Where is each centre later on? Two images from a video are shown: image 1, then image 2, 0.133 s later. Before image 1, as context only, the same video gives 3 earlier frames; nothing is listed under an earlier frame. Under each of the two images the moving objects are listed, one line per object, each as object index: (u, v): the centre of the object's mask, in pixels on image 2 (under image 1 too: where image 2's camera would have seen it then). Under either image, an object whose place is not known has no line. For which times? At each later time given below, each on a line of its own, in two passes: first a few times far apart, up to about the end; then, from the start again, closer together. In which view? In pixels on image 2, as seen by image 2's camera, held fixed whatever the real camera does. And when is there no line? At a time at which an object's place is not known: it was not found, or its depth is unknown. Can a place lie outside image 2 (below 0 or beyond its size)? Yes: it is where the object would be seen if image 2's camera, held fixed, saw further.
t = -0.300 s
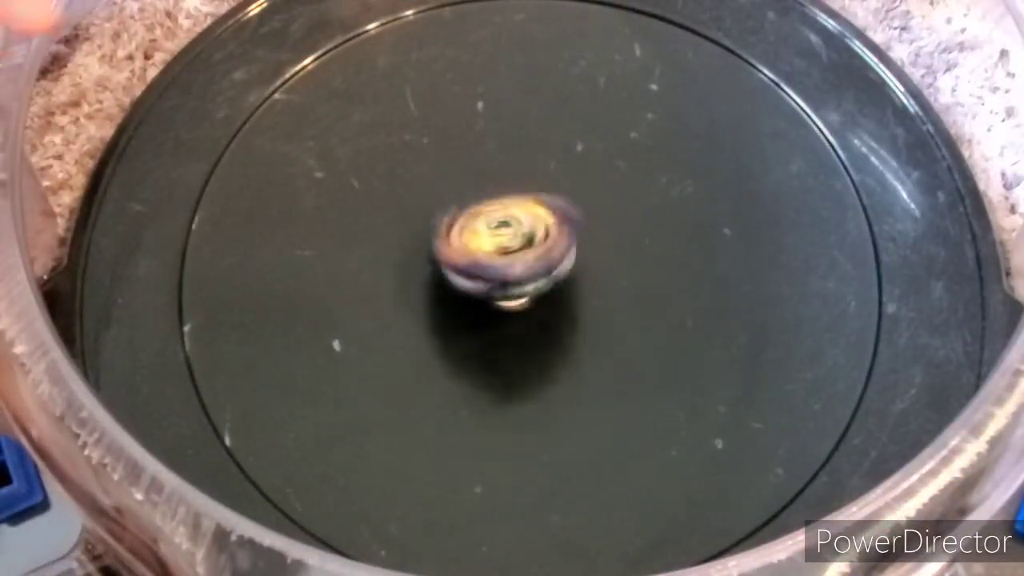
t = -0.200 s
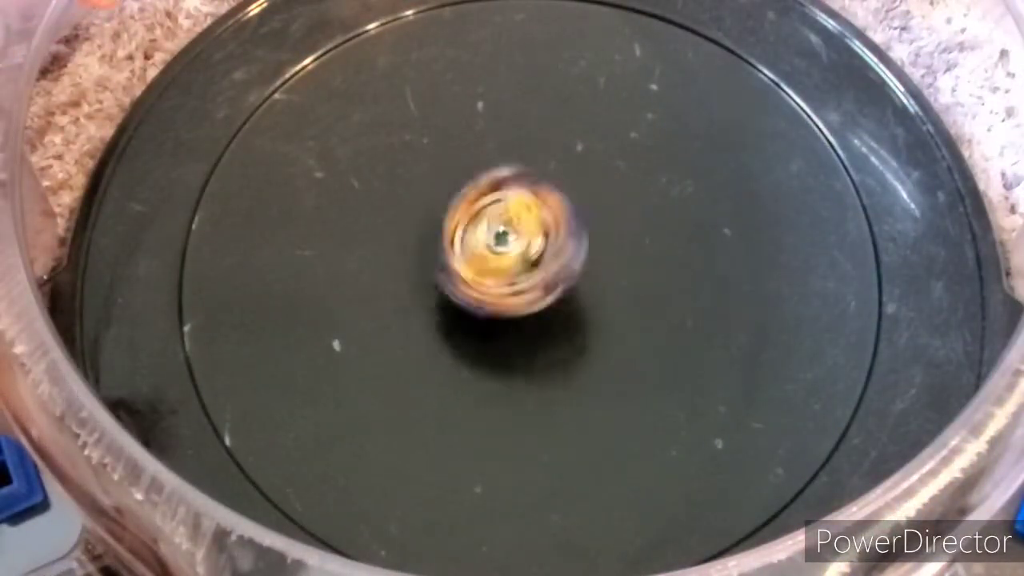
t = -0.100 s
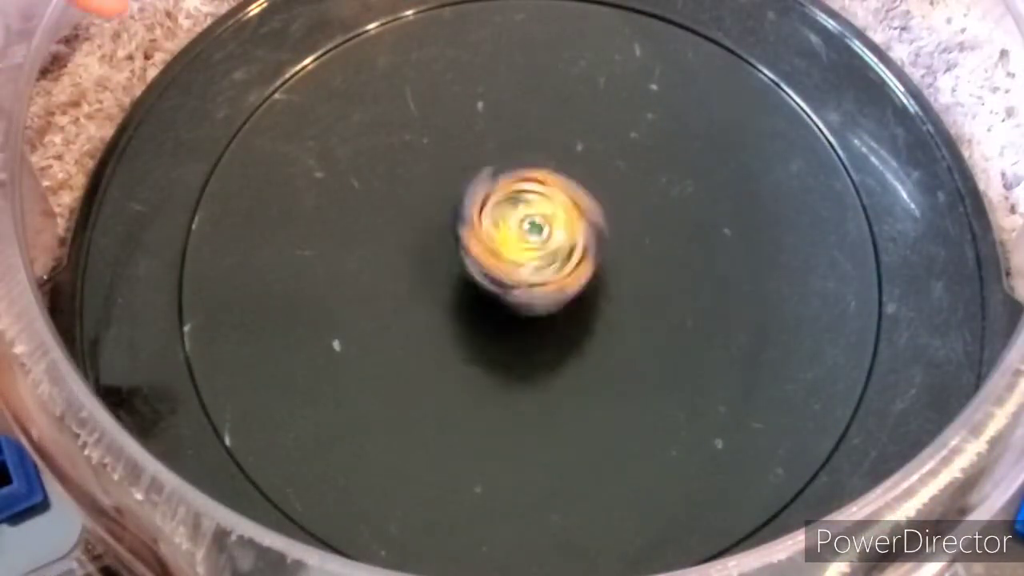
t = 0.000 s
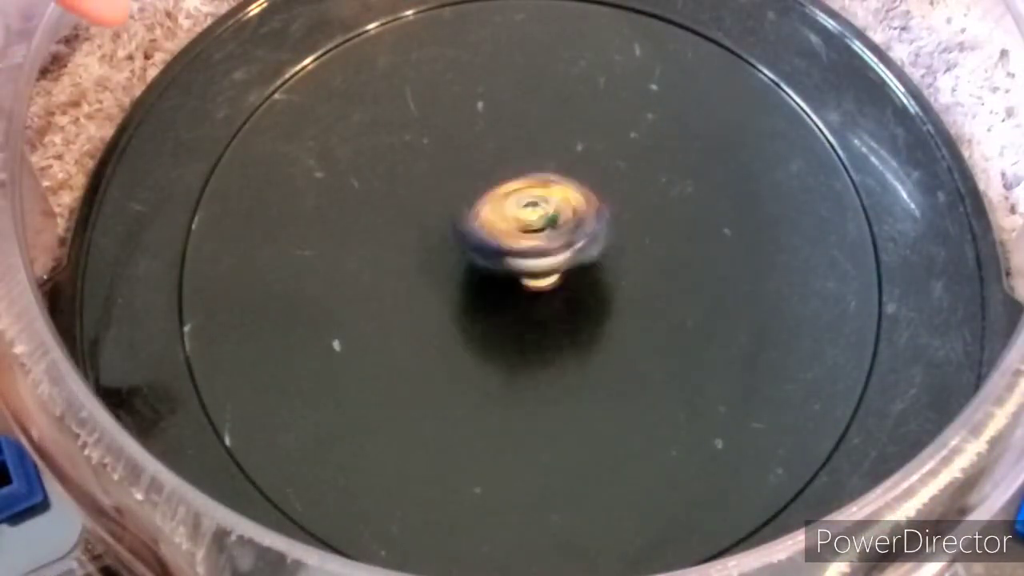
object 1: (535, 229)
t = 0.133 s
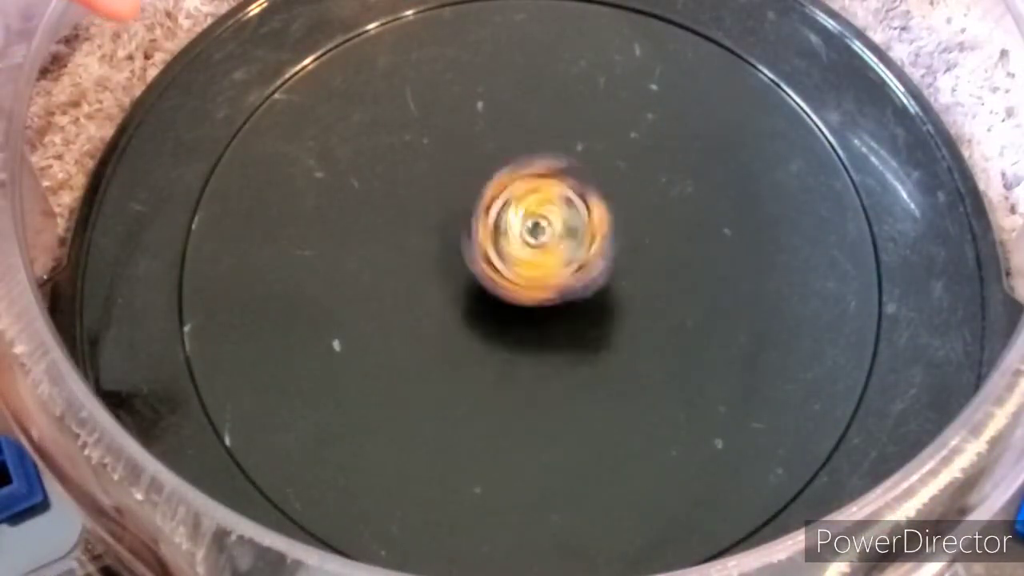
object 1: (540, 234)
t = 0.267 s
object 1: (548, 236)
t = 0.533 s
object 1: (534, 251)
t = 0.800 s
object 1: (511, 241)
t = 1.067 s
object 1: (509, 227)
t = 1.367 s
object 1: (526, 226)
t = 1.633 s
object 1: (535, 232)
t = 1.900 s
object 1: (550, 248)
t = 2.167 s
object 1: (542, 251)
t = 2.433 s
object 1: (539, 269)
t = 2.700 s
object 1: (531, 269)
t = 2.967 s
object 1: (509, 266)
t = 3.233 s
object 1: (534, 270)
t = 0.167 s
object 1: (546, 236)
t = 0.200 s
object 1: (551, 235)
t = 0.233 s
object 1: (550, 237)
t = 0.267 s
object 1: (548, 236)
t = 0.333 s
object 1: (541, 238)
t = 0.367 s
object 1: (536, 241)
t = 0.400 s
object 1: (532, 243)
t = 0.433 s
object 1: (528, 247)
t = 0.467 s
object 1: (528, 252)
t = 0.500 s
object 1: (532, 253)
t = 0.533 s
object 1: (534, 251)
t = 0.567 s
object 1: (530, 247)
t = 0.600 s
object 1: (526, 244)
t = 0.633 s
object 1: (522, 242)
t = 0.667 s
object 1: (515, 240)
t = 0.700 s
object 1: (509, 239)
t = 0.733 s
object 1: (506, 241)
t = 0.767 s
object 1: (506, 241)
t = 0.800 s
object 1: (511, 241)
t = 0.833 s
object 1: (517, 235)
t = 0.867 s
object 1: (516, 230)
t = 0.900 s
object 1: (514, 227)
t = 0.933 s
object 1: (513, 225)
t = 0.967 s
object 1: (510, 222)
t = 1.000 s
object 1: (508, 223)
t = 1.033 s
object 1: (507, 225)
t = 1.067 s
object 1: (509, 227)
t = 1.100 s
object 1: (517, 228)
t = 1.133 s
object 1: (524, 227)
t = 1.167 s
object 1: (529, 226)
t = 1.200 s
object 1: (530, 224)
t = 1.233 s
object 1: (529, 223)
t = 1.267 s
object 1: (527, 222)
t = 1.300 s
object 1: (524, 222)
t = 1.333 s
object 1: (524, 223)
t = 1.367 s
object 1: (526, 226)
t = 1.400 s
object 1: (534, 229)
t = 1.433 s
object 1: (541, 229)
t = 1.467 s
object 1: (544, 227)
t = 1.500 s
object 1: (545, 224)
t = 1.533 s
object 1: (544, 225)
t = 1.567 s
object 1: (541, 228)
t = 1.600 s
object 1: (537, 228)
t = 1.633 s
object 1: (535, 232)
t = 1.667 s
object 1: (535, 238)
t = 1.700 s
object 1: (537, 244)
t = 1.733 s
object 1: (545, 246)
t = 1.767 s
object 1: (551, 247)
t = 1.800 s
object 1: (551, 247)
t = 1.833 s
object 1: (552, 248)
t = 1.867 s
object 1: (552, 248)
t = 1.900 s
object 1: (550, 248)
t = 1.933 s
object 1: (550, 249)
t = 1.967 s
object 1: (547, 247)
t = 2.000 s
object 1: (541, 248)
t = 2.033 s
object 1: (540, 250)
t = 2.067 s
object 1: (540, 250)
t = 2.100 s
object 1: (541, 250)
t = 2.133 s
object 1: (543, 251)
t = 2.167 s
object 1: (542, 251)
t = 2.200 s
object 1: (541, 254)
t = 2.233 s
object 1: (540, 255)
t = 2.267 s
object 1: (537, 256)
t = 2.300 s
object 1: (536, 257)
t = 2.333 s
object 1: (535, 258)
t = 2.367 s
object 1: (535, 262)
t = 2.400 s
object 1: (538, 266)
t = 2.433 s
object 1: (539, 269)
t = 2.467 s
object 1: (541, 272)
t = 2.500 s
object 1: (543, 273)
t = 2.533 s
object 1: (544, 275)
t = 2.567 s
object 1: (543, 276)
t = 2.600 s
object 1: (542, 274)
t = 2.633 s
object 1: (539, 272)
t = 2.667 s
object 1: (536, 271)
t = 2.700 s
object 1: (531, 269)
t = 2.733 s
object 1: (528, 268)
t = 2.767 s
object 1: (522, 266)
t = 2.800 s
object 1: (516, 266)
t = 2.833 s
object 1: (511, 266)
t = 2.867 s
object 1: (508, 266)
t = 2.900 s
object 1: (507, 266)
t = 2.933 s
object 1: (507, 266)
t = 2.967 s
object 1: (509, 266)
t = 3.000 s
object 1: (513, 265)
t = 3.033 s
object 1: (517, 266)
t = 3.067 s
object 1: (520, 266)
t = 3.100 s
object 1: (525, 267)
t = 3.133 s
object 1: (529, 268)
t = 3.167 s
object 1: (531, 269)
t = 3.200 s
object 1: (533, 270)
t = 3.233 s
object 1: (534, 270)
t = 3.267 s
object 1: (534, 270)
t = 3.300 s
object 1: (534, 270)
